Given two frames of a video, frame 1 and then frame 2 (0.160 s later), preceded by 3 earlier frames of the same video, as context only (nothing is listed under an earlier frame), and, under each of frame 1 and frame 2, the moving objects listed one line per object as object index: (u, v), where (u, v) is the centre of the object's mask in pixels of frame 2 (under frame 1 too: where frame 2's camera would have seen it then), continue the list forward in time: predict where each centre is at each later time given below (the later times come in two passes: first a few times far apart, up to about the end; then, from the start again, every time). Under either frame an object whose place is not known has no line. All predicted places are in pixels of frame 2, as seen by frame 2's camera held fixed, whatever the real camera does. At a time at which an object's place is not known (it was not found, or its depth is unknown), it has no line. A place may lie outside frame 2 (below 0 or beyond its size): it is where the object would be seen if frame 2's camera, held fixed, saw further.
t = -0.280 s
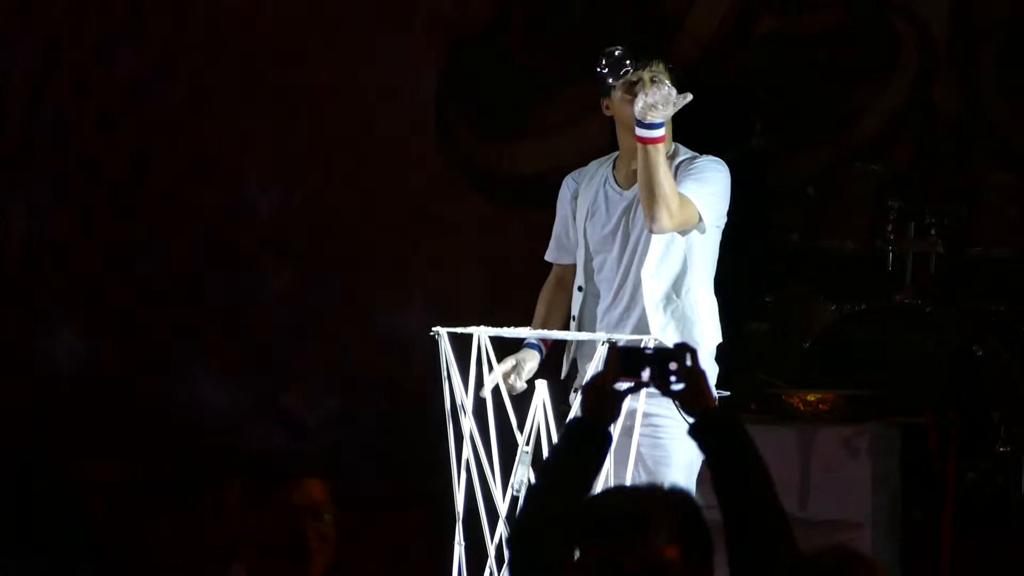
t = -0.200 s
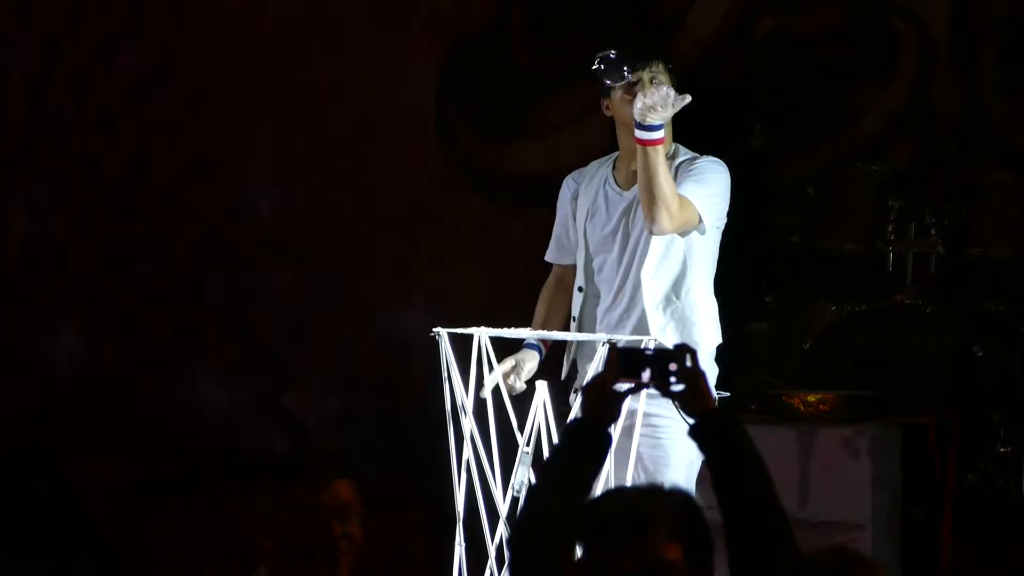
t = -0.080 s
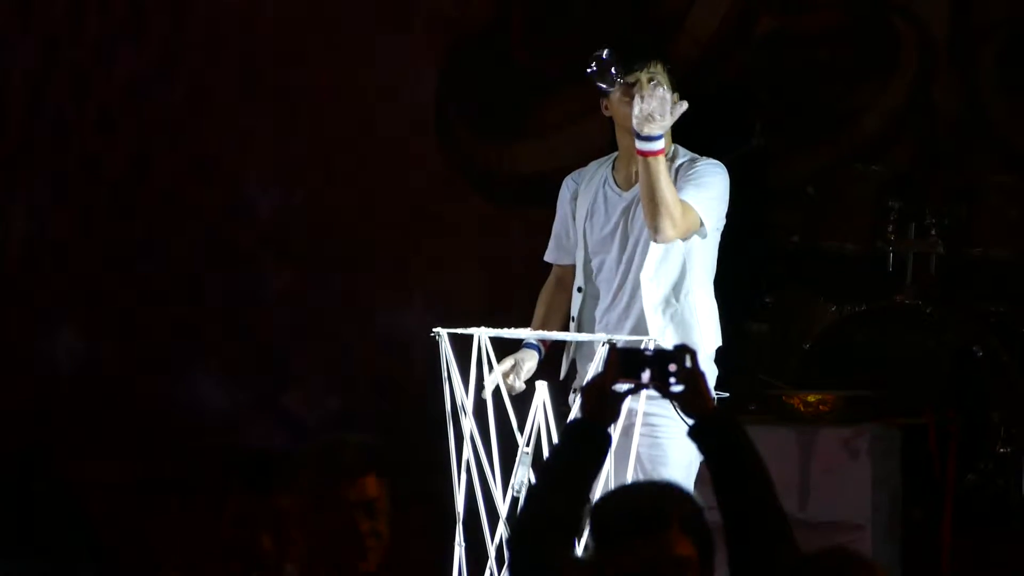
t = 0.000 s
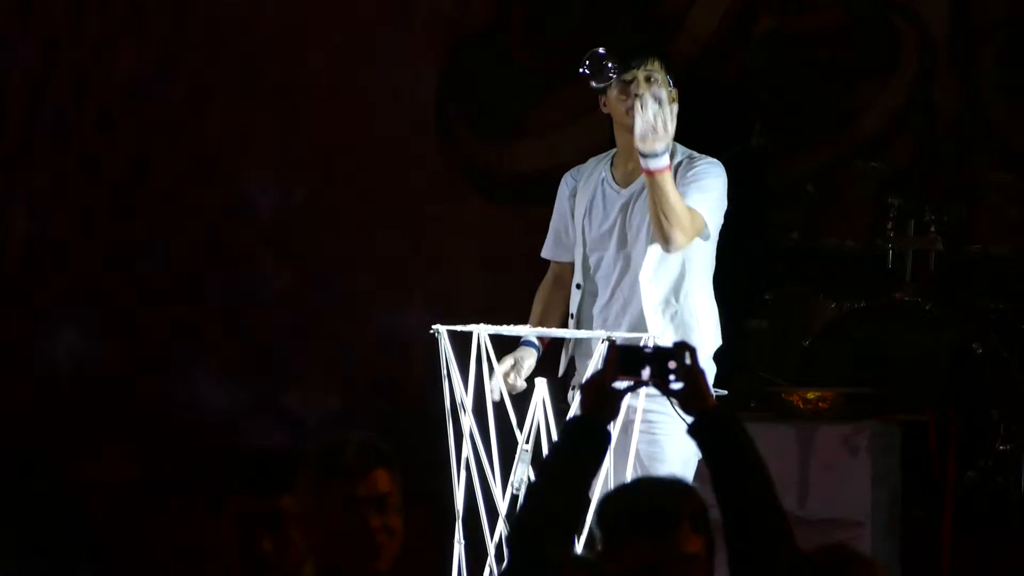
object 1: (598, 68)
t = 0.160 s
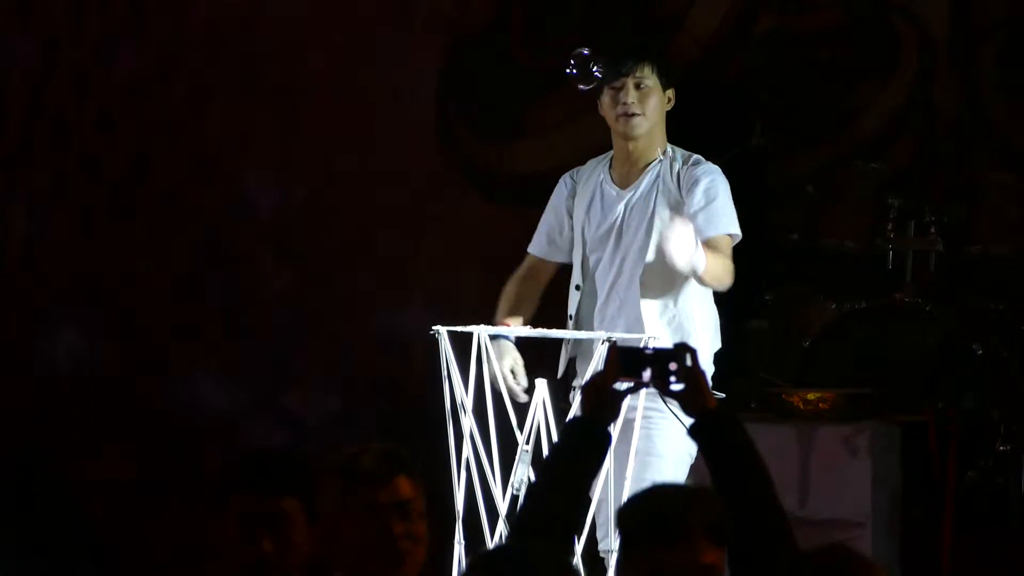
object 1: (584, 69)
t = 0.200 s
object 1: (580, 70)
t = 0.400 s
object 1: (562, 77)
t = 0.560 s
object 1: (547, 86)
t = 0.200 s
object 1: (580, 70)
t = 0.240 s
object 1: (576, 70)
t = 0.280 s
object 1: (573, 72)
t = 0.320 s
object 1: (569, 72)
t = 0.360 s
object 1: (565, 75)
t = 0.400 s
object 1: (562, 77)
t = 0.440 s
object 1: (558, 79)
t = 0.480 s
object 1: (554, 81)
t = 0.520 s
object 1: (551, 83)
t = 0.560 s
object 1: (547, 86)
